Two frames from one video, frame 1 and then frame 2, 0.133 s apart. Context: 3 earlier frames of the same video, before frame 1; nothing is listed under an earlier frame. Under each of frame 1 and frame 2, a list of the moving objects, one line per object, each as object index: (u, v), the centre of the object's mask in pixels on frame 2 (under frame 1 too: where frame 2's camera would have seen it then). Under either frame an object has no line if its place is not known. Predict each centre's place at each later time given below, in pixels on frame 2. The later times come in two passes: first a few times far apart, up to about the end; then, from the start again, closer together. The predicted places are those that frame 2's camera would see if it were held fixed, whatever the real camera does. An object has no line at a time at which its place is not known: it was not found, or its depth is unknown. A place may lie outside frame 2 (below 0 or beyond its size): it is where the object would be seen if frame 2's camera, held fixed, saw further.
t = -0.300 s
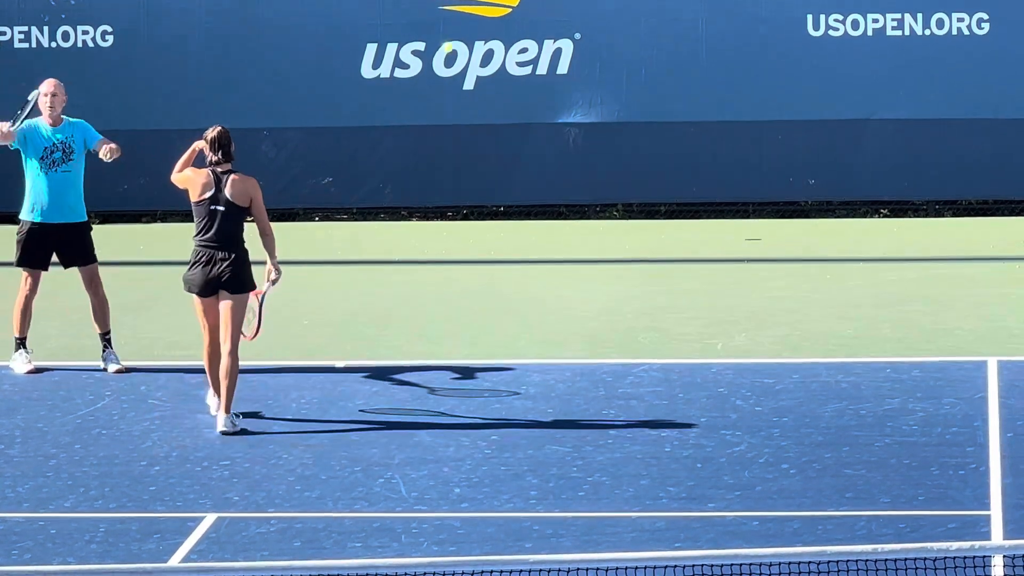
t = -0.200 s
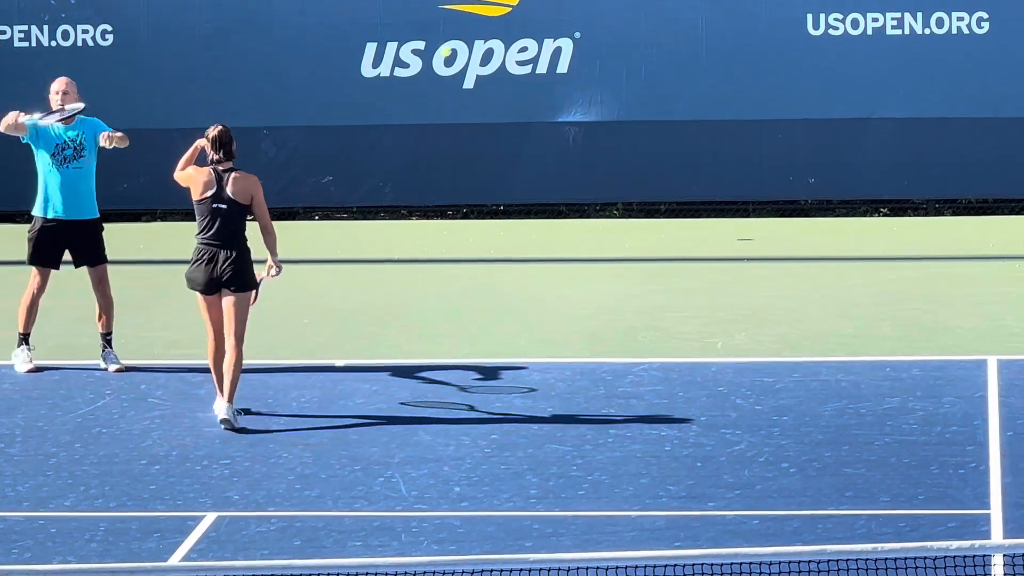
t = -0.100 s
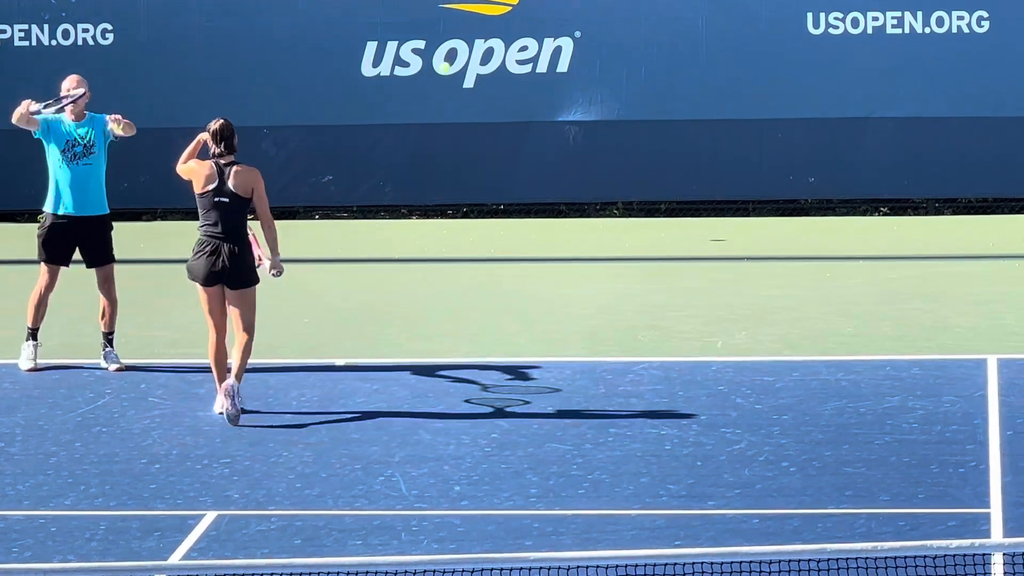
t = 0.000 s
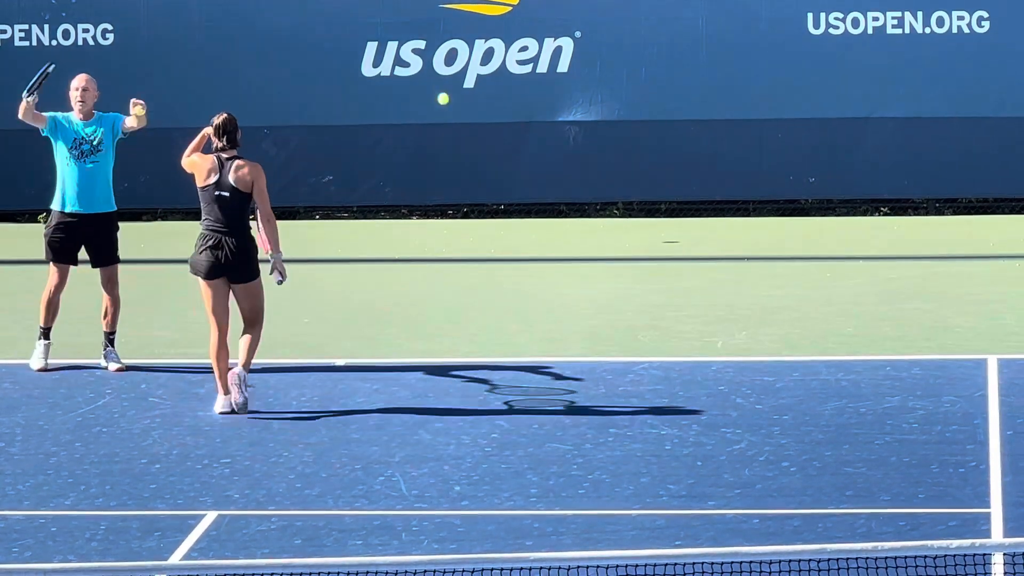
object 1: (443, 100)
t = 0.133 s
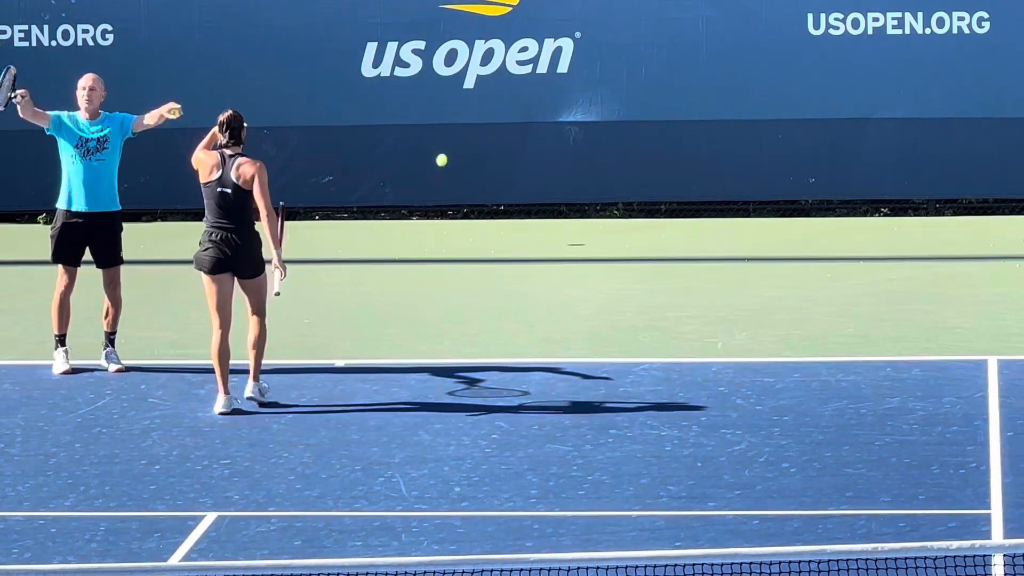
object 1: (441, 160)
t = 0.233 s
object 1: (440, 220)
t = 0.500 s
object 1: (432, 150)
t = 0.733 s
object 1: (425, 128)
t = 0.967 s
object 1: (419, 177)
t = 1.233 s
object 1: (412, 215)
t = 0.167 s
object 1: (441, 179)
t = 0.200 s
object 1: (441, 199)
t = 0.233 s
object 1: (440, 220)
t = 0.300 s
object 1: (439, 227)
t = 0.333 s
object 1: (438, 210)
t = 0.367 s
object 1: (436, 195)
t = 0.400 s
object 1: (435, 181)
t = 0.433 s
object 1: (434, 170)
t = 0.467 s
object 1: (433, 159)
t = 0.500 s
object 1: (432, 150)
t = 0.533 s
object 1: (431, 142)
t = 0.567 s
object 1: (430, 136)
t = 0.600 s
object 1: (429, 132)
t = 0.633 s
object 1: (428, 128)
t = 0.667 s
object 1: (427, 127)
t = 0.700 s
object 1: (426, 126)
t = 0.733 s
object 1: (425, 128)
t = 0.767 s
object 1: (424, 130)
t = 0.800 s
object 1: (423, 134)
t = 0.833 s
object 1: (422, 140)
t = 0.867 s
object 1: (421, 147)
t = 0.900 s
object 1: (420, 156)
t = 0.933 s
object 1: (419, 166)
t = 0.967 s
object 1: (419, 177)
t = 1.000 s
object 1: (418, 190)
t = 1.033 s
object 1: (417, 205)
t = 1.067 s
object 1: (417, 220)
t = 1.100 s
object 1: (417, 238)
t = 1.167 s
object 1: (415, 239)
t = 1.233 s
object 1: (412, 215)
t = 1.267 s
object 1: (411, 205)
